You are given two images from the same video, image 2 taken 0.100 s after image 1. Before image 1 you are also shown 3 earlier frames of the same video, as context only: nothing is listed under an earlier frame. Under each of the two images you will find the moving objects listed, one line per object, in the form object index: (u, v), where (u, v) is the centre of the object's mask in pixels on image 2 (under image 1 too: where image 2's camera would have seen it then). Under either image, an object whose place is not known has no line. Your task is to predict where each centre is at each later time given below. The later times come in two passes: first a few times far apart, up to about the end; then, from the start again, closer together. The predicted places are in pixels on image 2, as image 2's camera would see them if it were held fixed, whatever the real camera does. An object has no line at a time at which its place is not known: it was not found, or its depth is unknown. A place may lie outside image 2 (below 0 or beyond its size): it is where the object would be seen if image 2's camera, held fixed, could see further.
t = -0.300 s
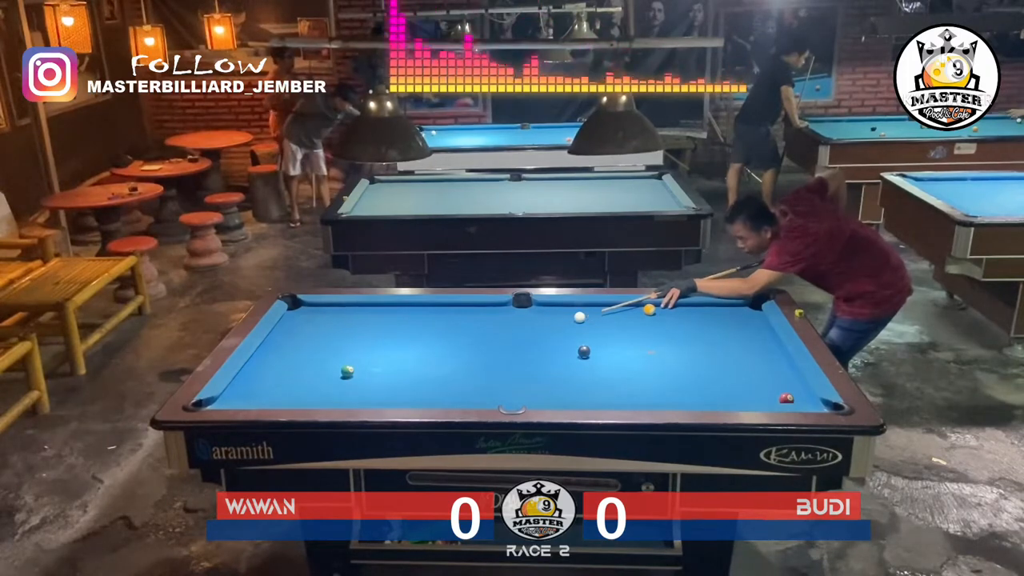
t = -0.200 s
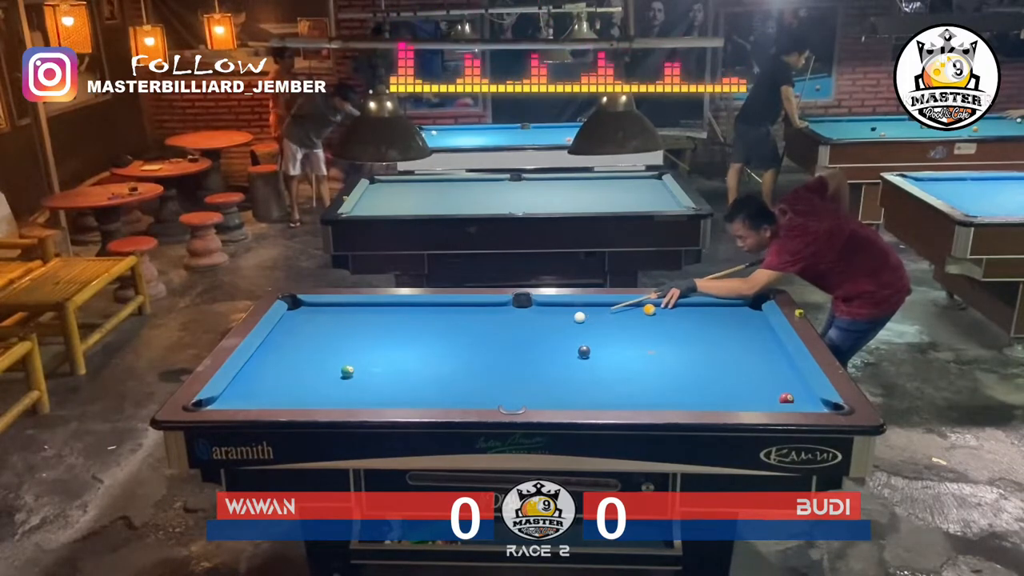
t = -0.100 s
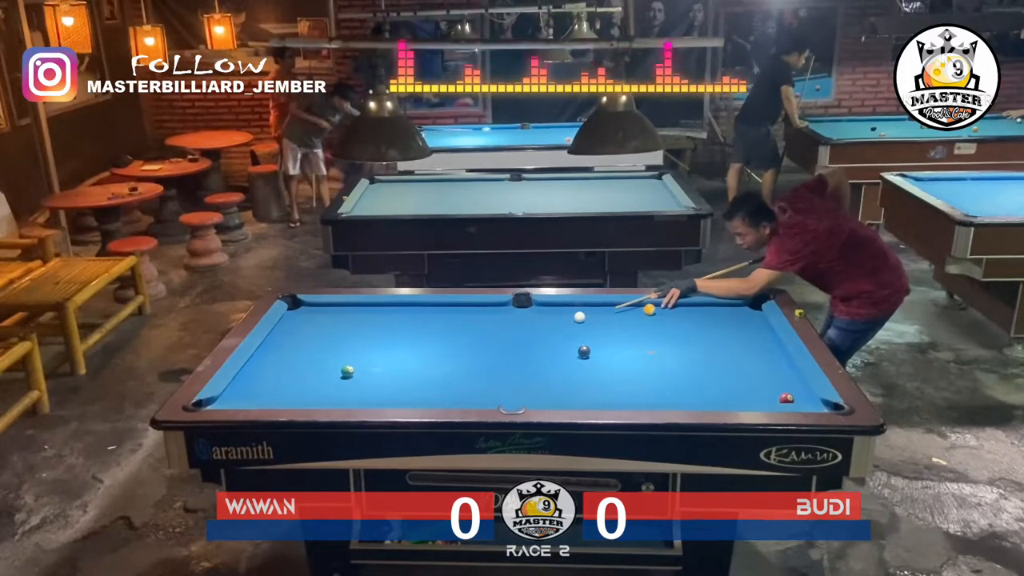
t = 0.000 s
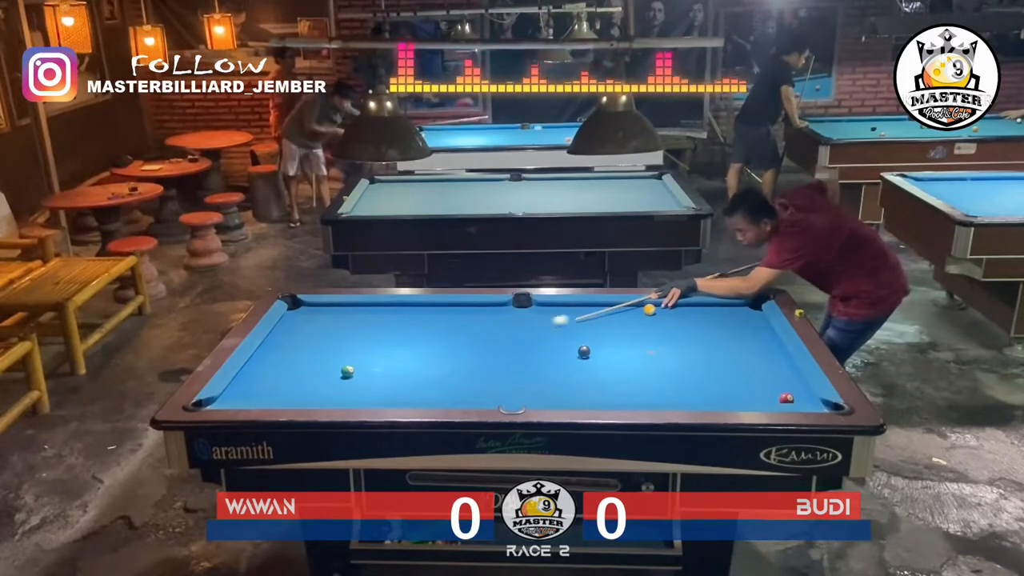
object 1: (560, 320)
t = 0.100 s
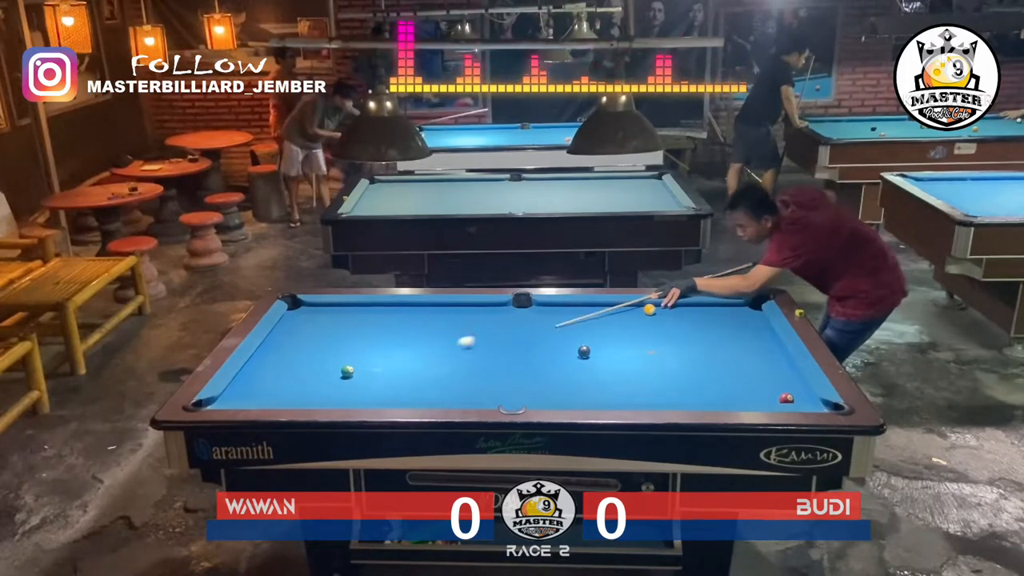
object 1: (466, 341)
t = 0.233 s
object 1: (357, 366)
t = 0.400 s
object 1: (341, 363)
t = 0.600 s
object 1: (322, 361)
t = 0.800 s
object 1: (367, 351)
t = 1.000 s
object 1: (403, 343)
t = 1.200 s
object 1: (435, 335)
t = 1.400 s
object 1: (465, 328)
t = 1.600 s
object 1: (492, 322)
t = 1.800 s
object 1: (517, 316)
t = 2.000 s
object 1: (540, 311)
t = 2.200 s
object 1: (561, 306)
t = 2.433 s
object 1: (580, 307)
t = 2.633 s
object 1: (593, 308)
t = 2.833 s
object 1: (606, 310)
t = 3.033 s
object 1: (618, 312)
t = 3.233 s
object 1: (628, 313)
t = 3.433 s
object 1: (638, 314)
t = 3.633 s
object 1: (645, 315)
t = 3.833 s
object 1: (653, 316)
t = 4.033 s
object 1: (658, 316)
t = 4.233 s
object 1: (661, 316)
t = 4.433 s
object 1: (663, 316)
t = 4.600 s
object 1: (663, 316)
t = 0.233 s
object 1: (357, 366)
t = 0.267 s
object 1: (354, 365)
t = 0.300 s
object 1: (351, 365)
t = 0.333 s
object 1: (348, 365)
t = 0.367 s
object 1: (344, 364)
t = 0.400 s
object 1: (341, 363)
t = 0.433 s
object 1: (337, 363)
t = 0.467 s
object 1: (334, 363)
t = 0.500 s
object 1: (331, 362)
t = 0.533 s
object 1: (327, 362)
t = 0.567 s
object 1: (325, 362)
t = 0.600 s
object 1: (322, 361)
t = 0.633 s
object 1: (331, 359)
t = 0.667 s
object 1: (340, 357)
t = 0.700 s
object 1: (348, 355)
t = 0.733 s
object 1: (354, 354)
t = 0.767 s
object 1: (361, 352)
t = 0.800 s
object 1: (367, 351)
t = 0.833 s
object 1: (374, 350)
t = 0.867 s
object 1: (379, 348)
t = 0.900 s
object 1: (385, 347)
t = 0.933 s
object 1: (391, 345)
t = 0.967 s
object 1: (397, 344)
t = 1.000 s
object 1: (403, 343)
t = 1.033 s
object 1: (409, 341)
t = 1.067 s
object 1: (414, 340)
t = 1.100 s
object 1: (419, 338)
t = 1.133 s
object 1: (425, 337)
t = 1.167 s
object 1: (430, 336)
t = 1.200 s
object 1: (435, 335)
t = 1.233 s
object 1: (441, 333)
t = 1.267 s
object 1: (445, 332)
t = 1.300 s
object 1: (451, 331)
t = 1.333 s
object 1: (456, 330)
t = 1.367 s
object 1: (460, 329)
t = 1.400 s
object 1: (465, 328)
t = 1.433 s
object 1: (470, 327)
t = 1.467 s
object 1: (474, 326)
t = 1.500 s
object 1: (479, 325)
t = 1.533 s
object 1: (483, 324)
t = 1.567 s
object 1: (488, 323)
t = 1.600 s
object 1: (492, 322)
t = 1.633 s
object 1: (497, 321)
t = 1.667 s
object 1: (501, 320)
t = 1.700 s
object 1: (505, 319)
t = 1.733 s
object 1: (509, 318)
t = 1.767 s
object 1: (513, 317)
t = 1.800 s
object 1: (517, 316)
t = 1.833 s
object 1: (521, 315)
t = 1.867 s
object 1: (525, 314)
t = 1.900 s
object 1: (529, 313)
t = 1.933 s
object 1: (533, 312)
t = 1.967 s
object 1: (537, 311)
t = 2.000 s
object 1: (540, 311)
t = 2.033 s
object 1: (544, 310)
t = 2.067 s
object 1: (547, 309)
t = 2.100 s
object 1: (551, 308)
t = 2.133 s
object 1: (555, 307)
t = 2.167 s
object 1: (558, 307)
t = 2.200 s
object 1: (561, 306)
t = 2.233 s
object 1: (564, 305)
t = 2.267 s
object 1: (568, 305)
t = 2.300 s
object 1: (570, 305)
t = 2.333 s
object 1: (573, 306)
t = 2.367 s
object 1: (575, 306)
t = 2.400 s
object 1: (577, 306)
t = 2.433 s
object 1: (580, 307)
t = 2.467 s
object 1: (582, 307)
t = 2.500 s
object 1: (584, 307)
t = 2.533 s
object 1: (587, 307)
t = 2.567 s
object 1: (589, 308)
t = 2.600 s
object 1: (591, 308)
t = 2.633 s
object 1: (593, 308)
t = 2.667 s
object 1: (596, 309)
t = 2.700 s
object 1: (598, 309)
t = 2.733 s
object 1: (600, 309)
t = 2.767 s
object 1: (602, 310)
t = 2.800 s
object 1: (604, 310)
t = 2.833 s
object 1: (606, 310)
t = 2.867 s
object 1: (608, 311)
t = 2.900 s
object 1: (610, 311)
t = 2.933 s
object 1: (612, 311)
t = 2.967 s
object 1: (614, 311)
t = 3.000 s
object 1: (616, 311)
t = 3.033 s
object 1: (618, 312)
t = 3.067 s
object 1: (620, 312)
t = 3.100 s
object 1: (622, 312)
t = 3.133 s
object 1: (624, 312)
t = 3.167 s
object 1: (625, 312)
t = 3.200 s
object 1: (627, 313)
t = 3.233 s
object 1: (628, 313)
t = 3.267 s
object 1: (630, 313)
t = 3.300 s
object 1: (632, 313)
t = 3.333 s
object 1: (633, 313)
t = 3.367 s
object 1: (635, 314)
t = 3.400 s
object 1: (636, 314)
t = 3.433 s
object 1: (638, 314)
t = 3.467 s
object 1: (639, 314)
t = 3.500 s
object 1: (640, 315)
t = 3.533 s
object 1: (642, 315)
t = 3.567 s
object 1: (643, 315)
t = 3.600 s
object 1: (644, 315)
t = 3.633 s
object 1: (645, 315)
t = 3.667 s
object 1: (647, 315)
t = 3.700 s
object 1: (649, 315)
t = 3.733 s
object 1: (649, 315)
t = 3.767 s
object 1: (650, 316)
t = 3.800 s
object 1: (652, 316)
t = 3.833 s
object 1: (653, 316)
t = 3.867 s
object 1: (653, 316)
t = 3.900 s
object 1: (654, 316)
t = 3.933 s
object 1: (655, 316)
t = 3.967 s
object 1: (656, 316)
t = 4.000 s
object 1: (657, 316)
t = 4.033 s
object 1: (658, 316)
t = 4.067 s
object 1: (658, 316)
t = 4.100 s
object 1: (659, 316)
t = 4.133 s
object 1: (659, 316)
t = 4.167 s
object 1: (660, 316)
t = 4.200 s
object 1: (660, 316)
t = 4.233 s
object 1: (661, 316)
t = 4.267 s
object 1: (661, 316)
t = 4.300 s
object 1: (662, 316)
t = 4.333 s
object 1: (662, 316)
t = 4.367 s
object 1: (662, 316)
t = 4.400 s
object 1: (663, 316)
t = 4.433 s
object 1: (663, 316)
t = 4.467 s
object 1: (663, 316)
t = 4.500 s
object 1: (663, 316)
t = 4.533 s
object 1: (663, 316)
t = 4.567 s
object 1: (663, 316)
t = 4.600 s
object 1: (663, 316)
